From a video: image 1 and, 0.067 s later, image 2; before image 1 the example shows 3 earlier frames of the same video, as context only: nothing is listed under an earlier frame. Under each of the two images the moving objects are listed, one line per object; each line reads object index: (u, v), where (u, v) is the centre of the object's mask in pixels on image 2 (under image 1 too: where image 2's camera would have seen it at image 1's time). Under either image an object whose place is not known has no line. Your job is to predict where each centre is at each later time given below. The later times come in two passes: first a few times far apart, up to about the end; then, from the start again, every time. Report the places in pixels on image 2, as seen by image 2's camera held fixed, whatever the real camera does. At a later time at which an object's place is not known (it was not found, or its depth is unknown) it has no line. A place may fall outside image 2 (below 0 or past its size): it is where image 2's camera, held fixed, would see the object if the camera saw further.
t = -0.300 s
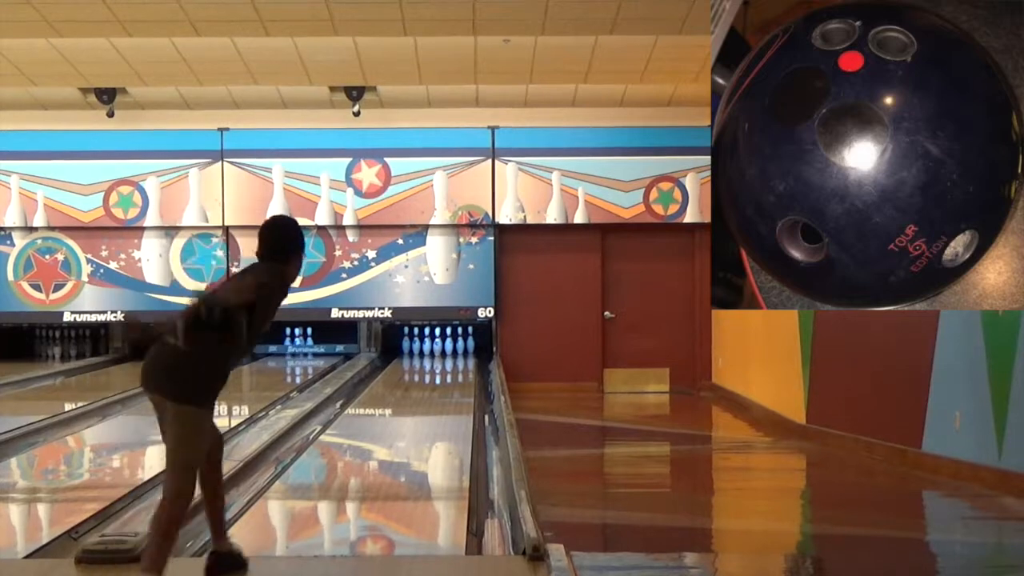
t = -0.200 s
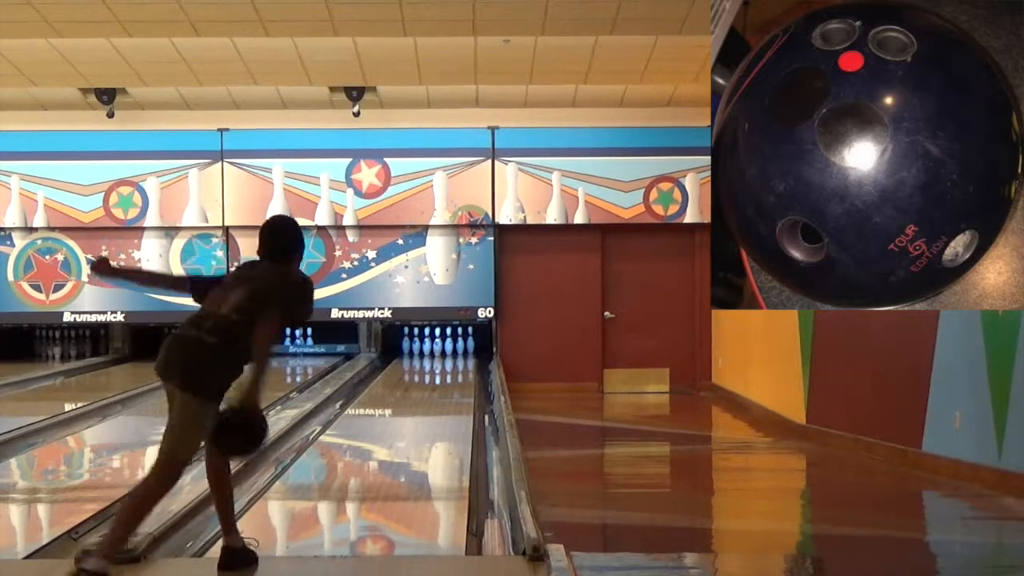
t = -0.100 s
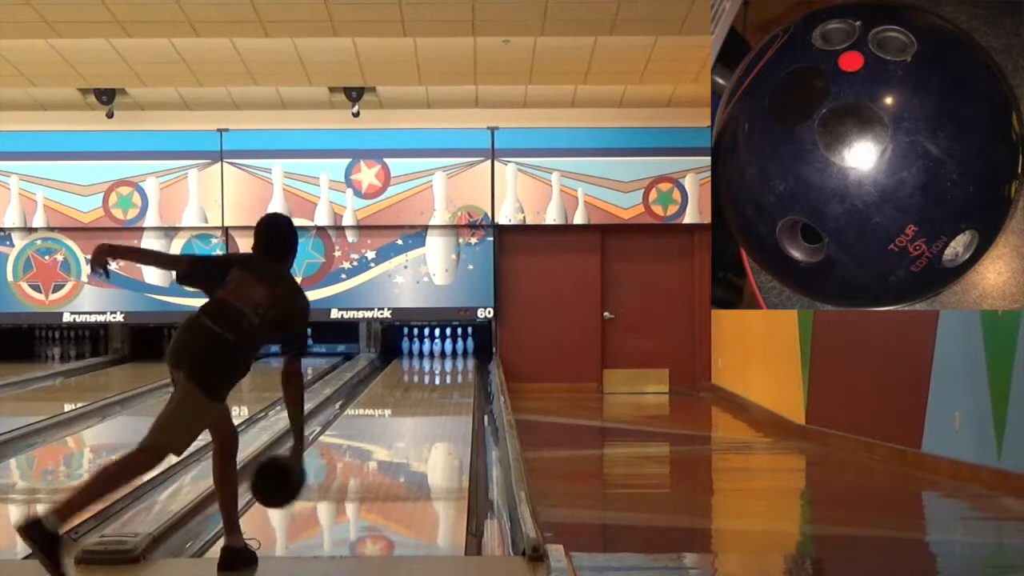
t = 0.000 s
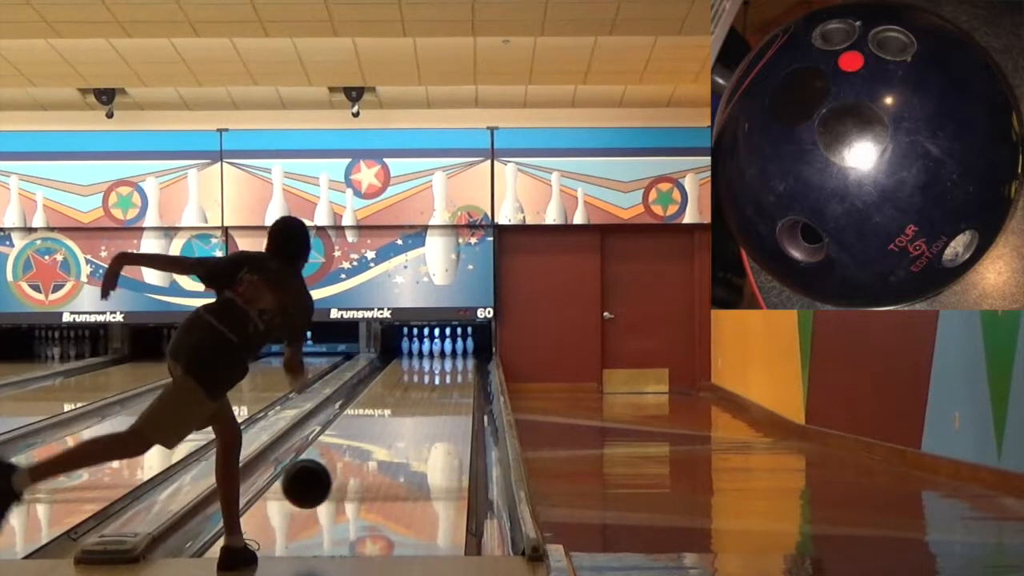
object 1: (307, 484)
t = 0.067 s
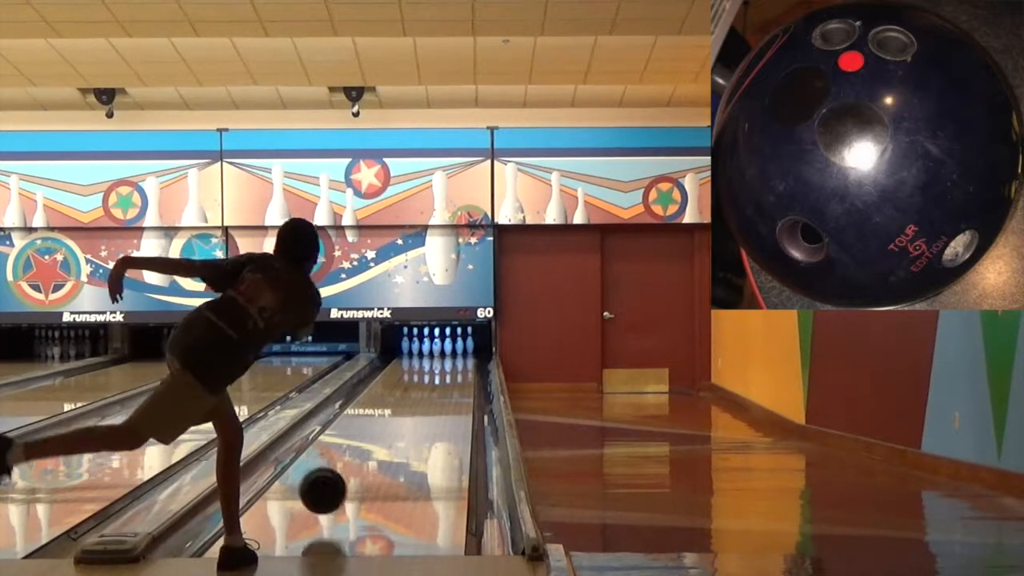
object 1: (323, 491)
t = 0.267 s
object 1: (361, 470)
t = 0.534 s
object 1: (397, 437)
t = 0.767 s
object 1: (419, 417)
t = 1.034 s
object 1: (439, 400)
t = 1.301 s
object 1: (453, 386)
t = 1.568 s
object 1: (463, 375)
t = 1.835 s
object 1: (467, 367)
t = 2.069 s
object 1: (467, 361)
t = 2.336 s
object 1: (461, 355)
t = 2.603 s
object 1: (449, 350)
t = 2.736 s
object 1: (446, 349)
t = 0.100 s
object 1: (330, 496)
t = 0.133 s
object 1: (337, 488)
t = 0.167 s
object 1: (343, 482)
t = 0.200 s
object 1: (349, 479)
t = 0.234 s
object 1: (355, 474)
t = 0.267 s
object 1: (361, 470)
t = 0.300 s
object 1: (366, 465)
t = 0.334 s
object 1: (371, 460)
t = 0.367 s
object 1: (376, 456)
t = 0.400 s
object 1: (380, 452)
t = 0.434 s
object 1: (384, 448)
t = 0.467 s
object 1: (389, 444)
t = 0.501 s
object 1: (393, 441)
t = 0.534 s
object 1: (397, 437)
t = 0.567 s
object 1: (400, 434)
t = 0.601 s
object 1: (404, 431)
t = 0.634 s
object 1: (407, 428)
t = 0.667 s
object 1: (411, 425)
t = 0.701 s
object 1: (414, 423)
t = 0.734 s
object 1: (417, 420)
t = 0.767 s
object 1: (419, 417)
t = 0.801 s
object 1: (422, 415)
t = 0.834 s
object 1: (425, 413)
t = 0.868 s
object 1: (428, 411)
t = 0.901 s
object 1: (430, 408)
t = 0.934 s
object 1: (432, 406)
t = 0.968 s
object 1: (434, 404)
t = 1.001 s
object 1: (437, 402)
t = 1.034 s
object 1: (439, 400)
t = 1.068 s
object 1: (441, 398)
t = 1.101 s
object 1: (443, 396)
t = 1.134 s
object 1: (444, 394)
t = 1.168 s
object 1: (446, 393)
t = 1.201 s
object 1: (448, 391)
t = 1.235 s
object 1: (450, 389)
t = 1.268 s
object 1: (452, 388)
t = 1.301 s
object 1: (453, 386)
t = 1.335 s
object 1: (454, 384)
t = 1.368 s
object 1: (456, 383)
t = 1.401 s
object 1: (457, 382)
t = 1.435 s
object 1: (459, 381)
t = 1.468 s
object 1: (460, 379)
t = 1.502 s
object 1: (461, 378)
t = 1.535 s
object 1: (462, 377)
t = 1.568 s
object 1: (463, 375)
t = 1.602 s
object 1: (464, 374)
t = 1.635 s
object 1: (464, 373)
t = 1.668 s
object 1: (465, 372)
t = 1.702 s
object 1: (465, 371)
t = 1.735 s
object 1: (466, 370)
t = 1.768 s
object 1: (466, 369)
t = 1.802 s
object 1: (467, 368)
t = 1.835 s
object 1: (467, 367)
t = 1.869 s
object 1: (468, 365)
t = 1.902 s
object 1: (468, 365)
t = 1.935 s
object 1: (468, 364)
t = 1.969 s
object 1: (468, 363)
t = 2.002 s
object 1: (467, 362)
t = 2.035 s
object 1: (467, 361)
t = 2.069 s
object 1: (467, 361)
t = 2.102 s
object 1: (467, 360)
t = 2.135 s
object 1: (466, 359)
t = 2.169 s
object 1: (466, 358)
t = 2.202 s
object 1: (465, 358)
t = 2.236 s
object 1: (464, 357)
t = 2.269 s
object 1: (463, 356)
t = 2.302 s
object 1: (462, 355)
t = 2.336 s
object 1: (461, 355)
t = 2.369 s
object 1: (460, 354)
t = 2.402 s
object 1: (459, 353)
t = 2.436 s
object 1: (457, 353)
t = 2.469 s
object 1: (456, 352)
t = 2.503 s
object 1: (454, 352)
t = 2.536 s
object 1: (452, 351)
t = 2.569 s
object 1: (451, 351)
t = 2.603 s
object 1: (449, 350)
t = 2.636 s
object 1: (448, 349)
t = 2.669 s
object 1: (447, 350)
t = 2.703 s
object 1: (446, 349)
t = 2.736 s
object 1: (446, 349)
